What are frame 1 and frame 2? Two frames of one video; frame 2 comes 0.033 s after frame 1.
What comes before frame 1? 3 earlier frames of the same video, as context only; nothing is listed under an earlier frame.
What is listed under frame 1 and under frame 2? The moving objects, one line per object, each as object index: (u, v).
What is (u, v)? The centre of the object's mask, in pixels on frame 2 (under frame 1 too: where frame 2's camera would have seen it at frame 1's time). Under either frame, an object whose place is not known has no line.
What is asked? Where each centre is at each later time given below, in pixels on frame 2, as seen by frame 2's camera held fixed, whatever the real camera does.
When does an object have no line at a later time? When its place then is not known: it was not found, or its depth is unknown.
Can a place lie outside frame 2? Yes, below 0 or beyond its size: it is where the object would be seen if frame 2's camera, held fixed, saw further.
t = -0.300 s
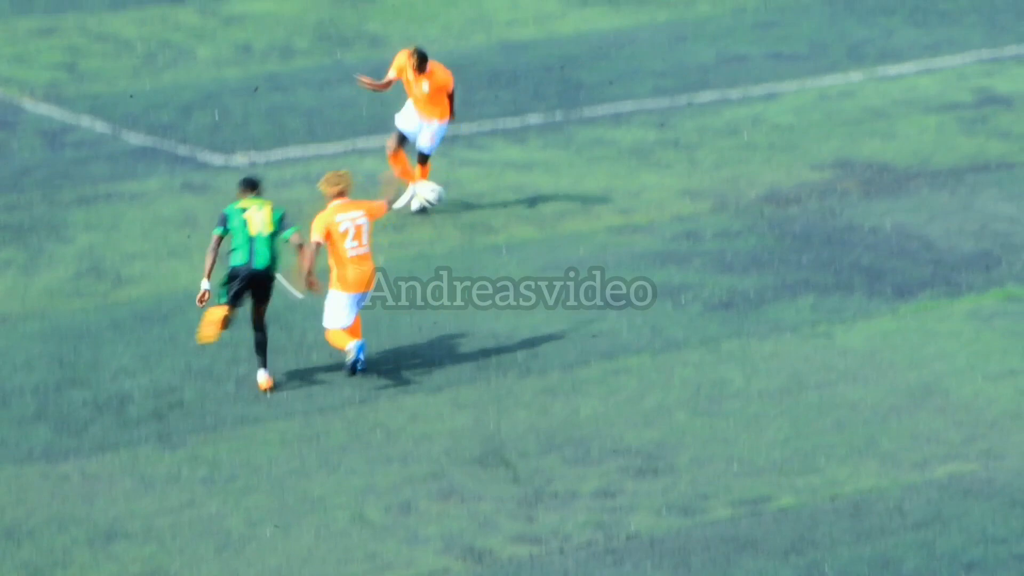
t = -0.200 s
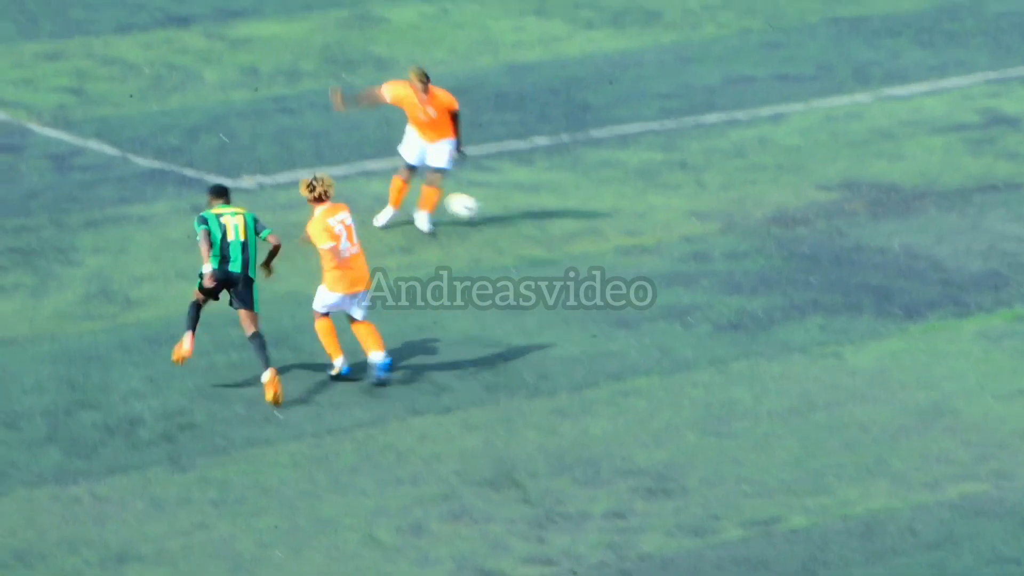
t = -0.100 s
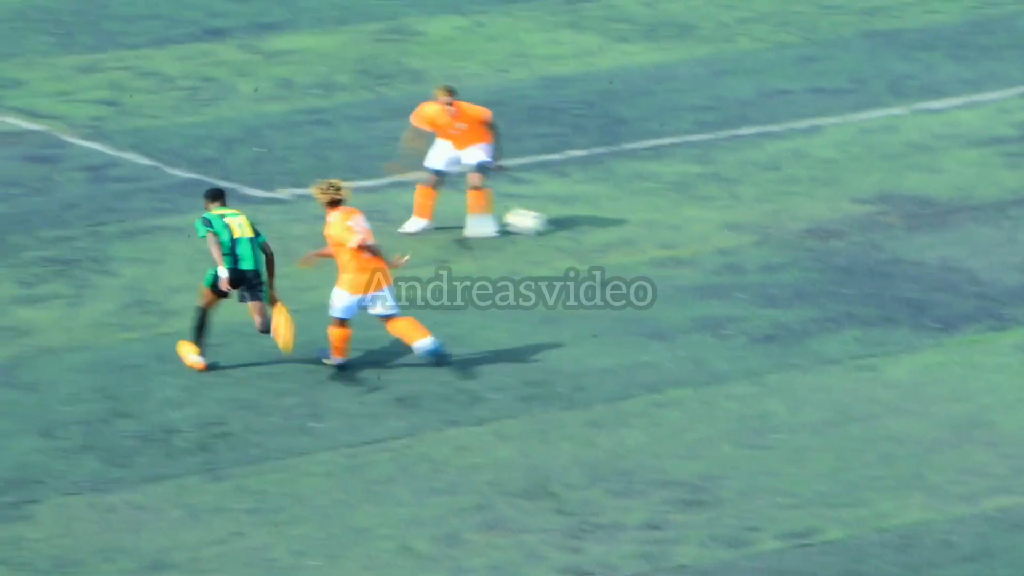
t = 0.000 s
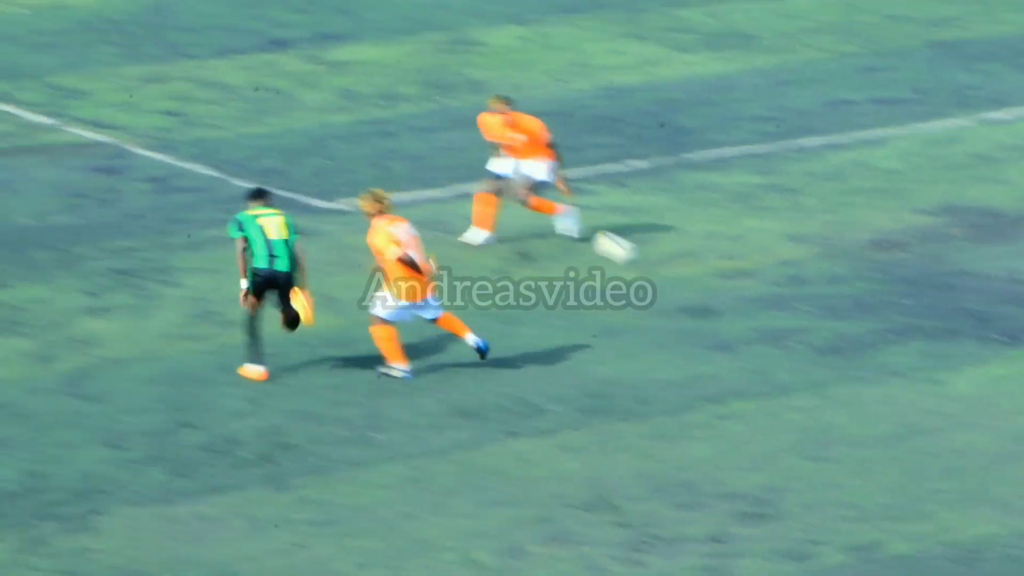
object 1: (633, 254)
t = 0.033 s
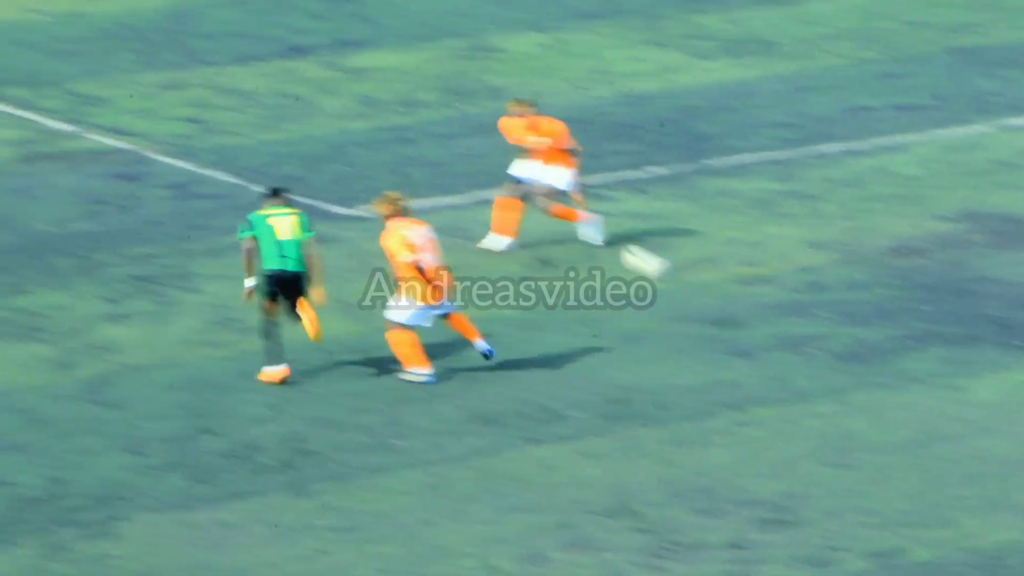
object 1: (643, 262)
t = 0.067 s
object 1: (651, 271)
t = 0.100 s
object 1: (664, 284)
